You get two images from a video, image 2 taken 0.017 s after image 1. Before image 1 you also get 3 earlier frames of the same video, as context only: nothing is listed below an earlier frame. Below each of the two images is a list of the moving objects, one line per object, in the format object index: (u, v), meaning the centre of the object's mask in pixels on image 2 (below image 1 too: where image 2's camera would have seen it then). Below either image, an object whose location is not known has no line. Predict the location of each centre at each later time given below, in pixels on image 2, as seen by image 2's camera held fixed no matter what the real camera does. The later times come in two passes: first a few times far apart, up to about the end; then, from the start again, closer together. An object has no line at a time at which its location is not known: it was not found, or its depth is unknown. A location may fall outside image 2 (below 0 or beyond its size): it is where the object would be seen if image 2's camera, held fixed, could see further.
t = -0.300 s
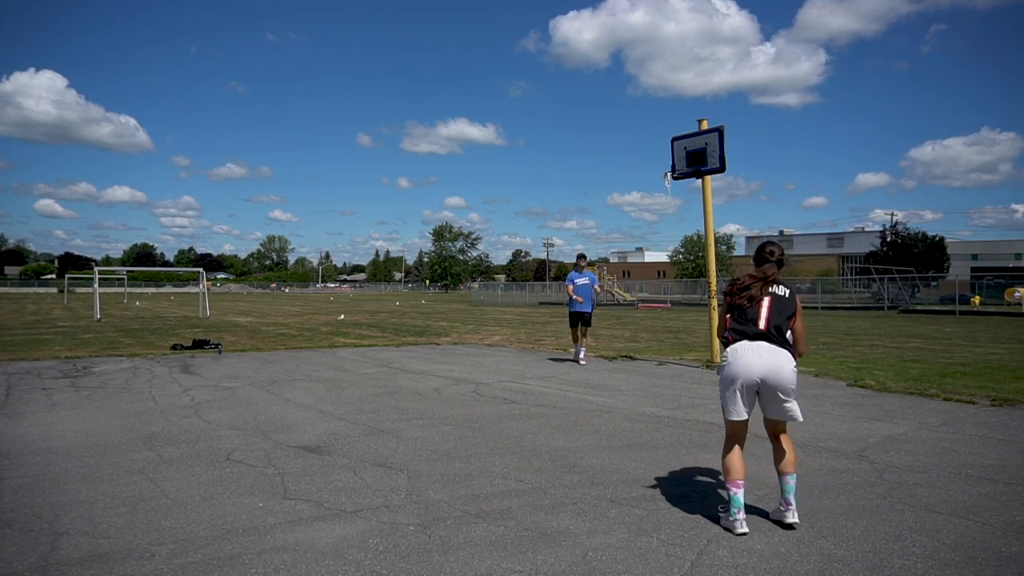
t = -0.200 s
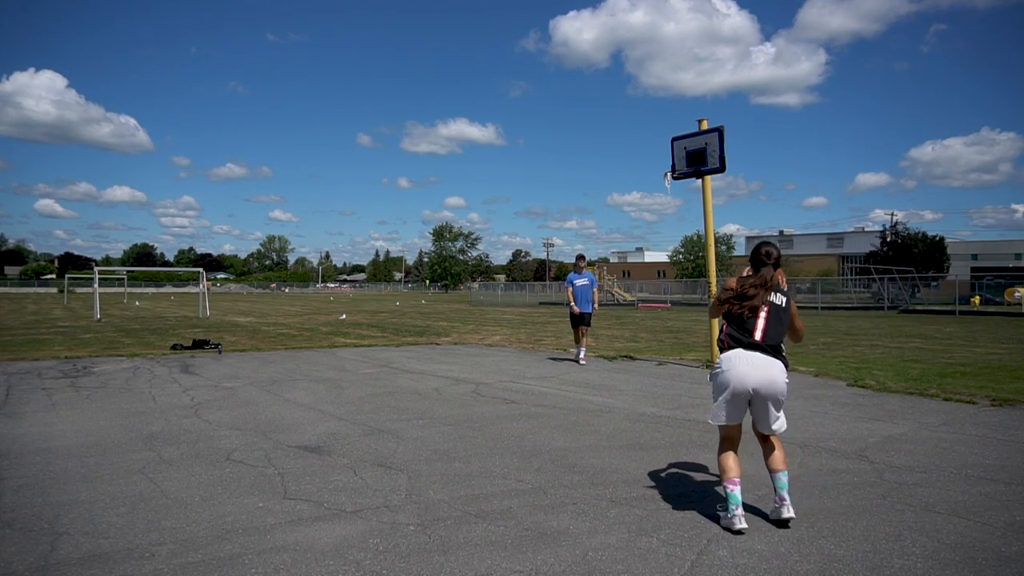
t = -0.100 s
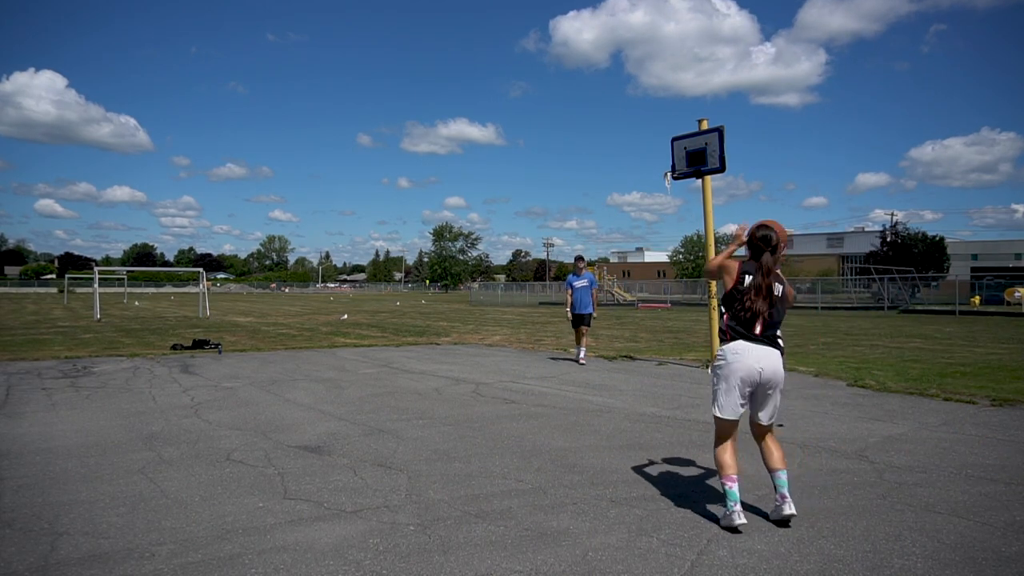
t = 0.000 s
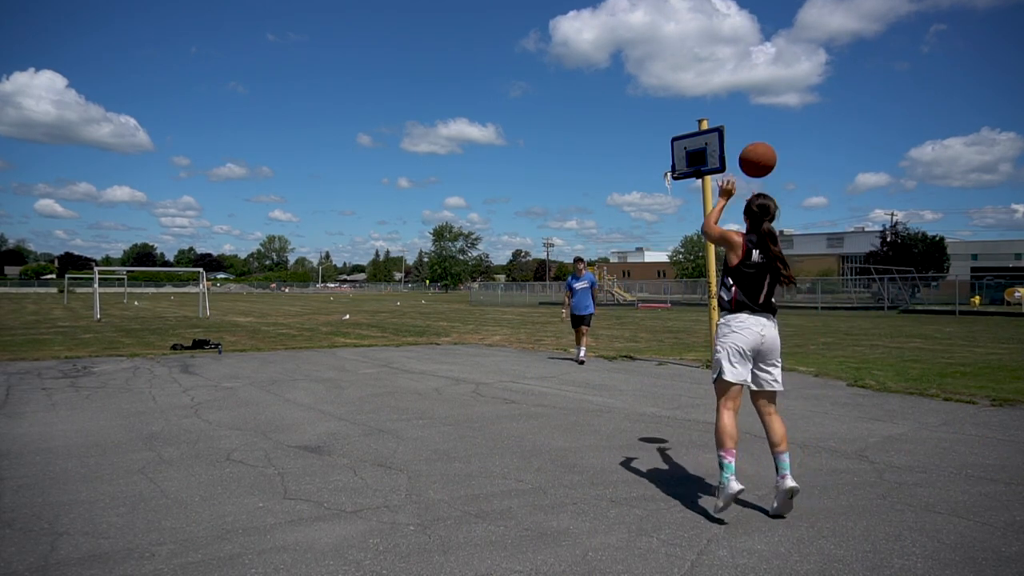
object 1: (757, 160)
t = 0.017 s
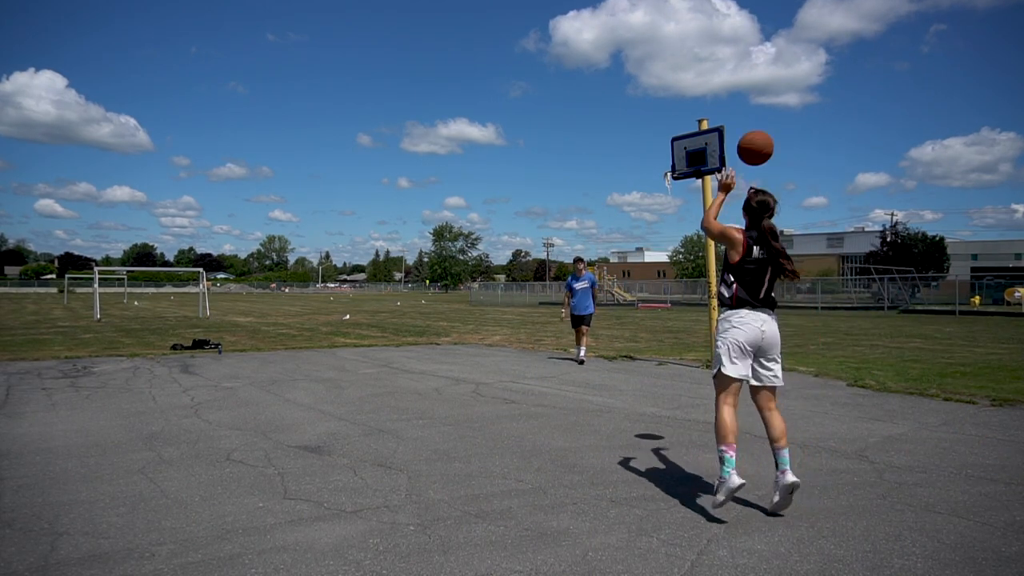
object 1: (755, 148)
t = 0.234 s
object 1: (734, 53)
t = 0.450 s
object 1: (721, 33)
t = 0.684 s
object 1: (711, 60)
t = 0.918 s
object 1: (704, 116)
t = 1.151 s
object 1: (718, 179)
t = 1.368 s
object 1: (781, 235)
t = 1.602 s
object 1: (848, 336)
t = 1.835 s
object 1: (916, 334)
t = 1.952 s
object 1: (950, 318)
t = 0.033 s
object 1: (753, 136)
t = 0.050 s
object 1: (751, 126)
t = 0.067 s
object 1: (749, 117)
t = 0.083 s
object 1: (747, 108)
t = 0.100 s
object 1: (745, 100)
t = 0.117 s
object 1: (743, 92)
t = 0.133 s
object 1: (742, 85)
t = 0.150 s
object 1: (740, 78)
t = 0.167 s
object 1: (739, 72)
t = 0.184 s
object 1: (737, 67)
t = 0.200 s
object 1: (736, 62)
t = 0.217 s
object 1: (735, 58)
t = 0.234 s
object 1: (734, 53)
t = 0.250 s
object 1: (733, 50)
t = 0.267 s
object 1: (731, 47)
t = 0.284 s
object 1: (730, 44)
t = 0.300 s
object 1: (729, 41)
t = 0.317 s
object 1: (728, 39)
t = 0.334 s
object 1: (727, 37)
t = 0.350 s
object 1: (726, 36)
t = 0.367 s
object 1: (725, 34)
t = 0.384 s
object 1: (724, 34)
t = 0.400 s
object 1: (723, 33)
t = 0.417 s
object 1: (722, 33)
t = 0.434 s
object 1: (722, 33)
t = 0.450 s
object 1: (721, 33)
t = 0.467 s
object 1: (720, 34)
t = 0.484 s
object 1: (719, 34)
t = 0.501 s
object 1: (719, 35)
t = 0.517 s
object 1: (718, 37)
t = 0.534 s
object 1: (717, 38)
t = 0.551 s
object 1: (717, 40)
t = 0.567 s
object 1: (716, 42)
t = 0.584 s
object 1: (715, 44)
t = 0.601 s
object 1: (714, 46)
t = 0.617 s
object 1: (714, 48)
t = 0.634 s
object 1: (713, 51)
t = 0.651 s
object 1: (712, 54)
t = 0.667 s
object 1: (712, 57)
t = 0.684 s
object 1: (711, 60)
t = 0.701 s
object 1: (711, 63)
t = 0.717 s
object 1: (710, 66)
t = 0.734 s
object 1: (709, 70)
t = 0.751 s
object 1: (709, 73)
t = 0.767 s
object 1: (709, 77)
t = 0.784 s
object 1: (708, 81)
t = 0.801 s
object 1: (707, 85)
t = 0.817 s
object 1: (707, 89)
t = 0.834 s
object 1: (706, 93)
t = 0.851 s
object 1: (706, 98)
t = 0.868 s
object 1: (705, 102)
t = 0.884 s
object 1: (705, 107)
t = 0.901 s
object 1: (704, 111)
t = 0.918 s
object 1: (704, 116)
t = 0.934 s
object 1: (703, 121)
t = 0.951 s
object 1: (703, 125)
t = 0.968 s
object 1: (702, 131)
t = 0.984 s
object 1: (702, 136)
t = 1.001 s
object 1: (701, 142)
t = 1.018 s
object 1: (701, 147)
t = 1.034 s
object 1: (700, 152)
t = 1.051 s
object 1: (699, 158)
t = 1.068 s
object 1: (699, 164)
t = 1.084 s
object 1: (700, 168)
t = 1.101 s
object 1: (704, 171)
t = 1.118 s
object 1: (708, 173)
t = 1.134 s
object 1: (714, 175)
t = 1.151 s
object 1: (718, 179)
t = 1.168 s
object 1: (723, 182)
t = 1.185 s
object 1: (728, 185)
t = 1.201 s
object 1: (732, 189)
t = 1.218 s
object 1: (737, 192)
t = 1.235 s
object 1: (742, 196)
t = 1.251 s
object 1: (747, 200)
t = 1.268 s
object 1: (752, 205)
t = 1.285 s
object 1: (757, 209)
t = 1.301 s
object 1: (761, 214)
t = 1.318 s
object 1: (766, 219)
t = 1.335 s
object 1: (771, 224)
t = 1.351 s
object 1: (776, 230)
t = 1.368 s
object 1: (781, 235)
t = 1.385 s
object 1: (786, 241)
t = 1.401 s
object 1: (791, 248)
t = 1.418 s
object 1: (796, 253)
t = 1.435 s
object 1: (800, 260)
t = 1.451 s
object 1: (805, 266)
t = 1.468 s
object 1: (810, 273)
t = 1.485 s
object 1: (815, 280)
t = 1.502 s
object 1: (820, 287)
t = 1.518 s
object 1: (824, 295)
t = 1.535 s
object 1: (829, 303)
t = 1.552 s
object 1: (834, 311)
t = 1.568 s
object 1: (839, 319)
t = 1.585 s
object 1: (843, 327)
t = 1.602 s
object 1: (848, 336)
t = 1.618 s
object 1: (853, 345)
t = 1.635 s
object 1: (858, 354)
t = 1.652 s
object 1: (863, 363)
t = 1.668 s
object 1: (867, 371)
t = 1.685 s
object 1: (872, 368)
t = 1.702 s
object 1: (876, 363)
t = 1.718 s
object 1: (881, 359)
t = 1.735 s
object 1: (886, 356)
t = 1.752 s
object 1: (891, 351)
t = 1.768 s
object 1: (896, 348)
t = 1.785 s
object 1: (901, 344)
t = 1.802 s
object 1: (905, 341)
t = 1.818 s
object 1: (910, 337)
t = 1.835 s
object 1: (916, 334)
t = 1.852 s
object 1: (920, 332)
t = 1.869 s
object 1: (925, 329)
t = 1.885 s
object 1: (930, 326)
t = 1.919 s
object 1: (940, 322)
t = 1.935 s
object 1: (945, 320)
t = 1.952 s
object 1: (950, 318)
